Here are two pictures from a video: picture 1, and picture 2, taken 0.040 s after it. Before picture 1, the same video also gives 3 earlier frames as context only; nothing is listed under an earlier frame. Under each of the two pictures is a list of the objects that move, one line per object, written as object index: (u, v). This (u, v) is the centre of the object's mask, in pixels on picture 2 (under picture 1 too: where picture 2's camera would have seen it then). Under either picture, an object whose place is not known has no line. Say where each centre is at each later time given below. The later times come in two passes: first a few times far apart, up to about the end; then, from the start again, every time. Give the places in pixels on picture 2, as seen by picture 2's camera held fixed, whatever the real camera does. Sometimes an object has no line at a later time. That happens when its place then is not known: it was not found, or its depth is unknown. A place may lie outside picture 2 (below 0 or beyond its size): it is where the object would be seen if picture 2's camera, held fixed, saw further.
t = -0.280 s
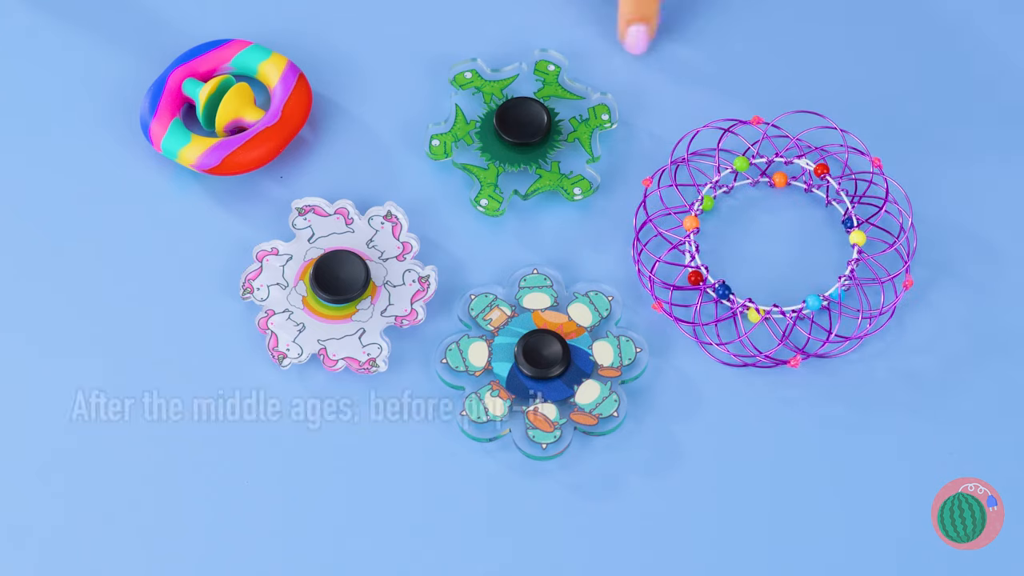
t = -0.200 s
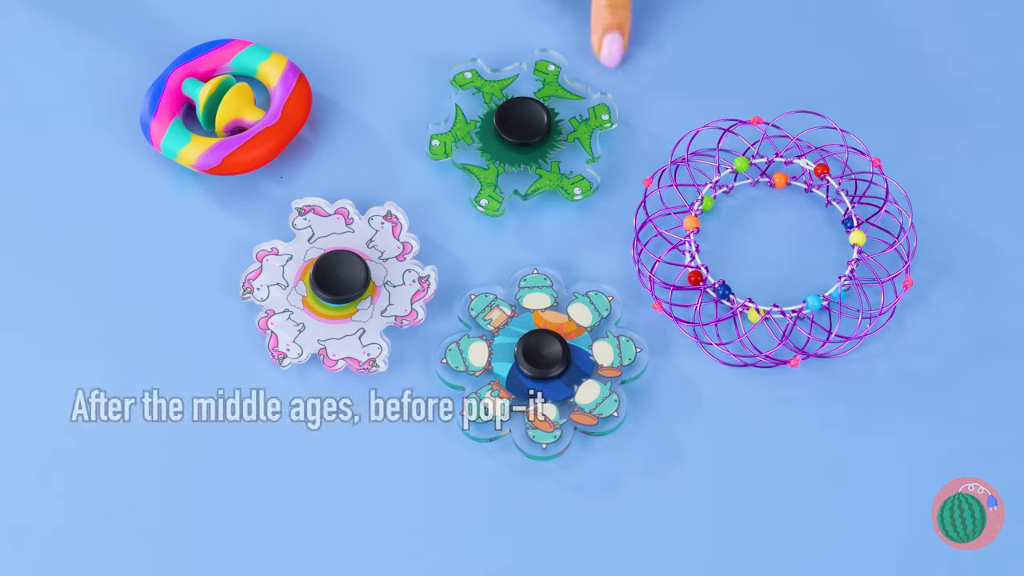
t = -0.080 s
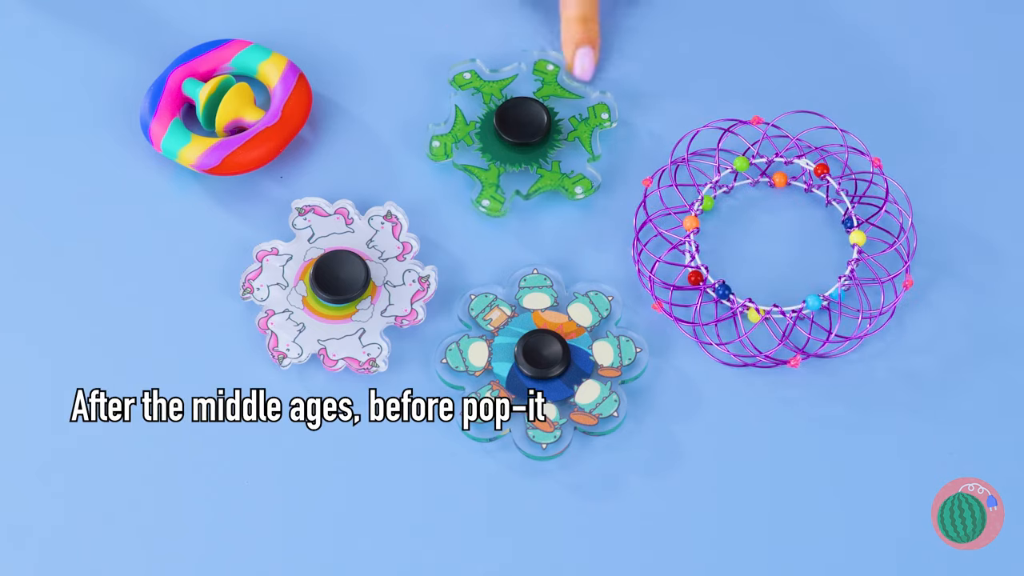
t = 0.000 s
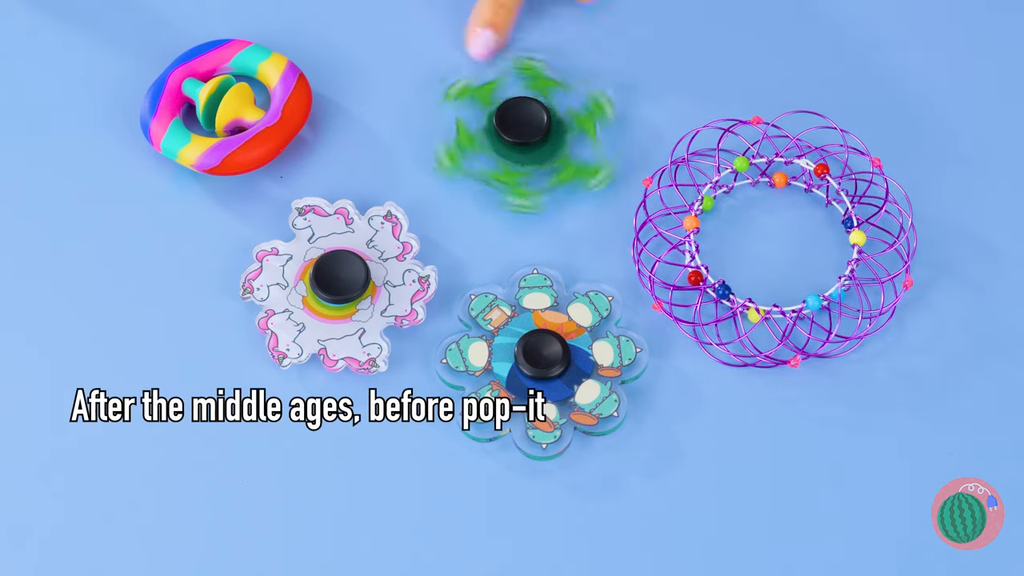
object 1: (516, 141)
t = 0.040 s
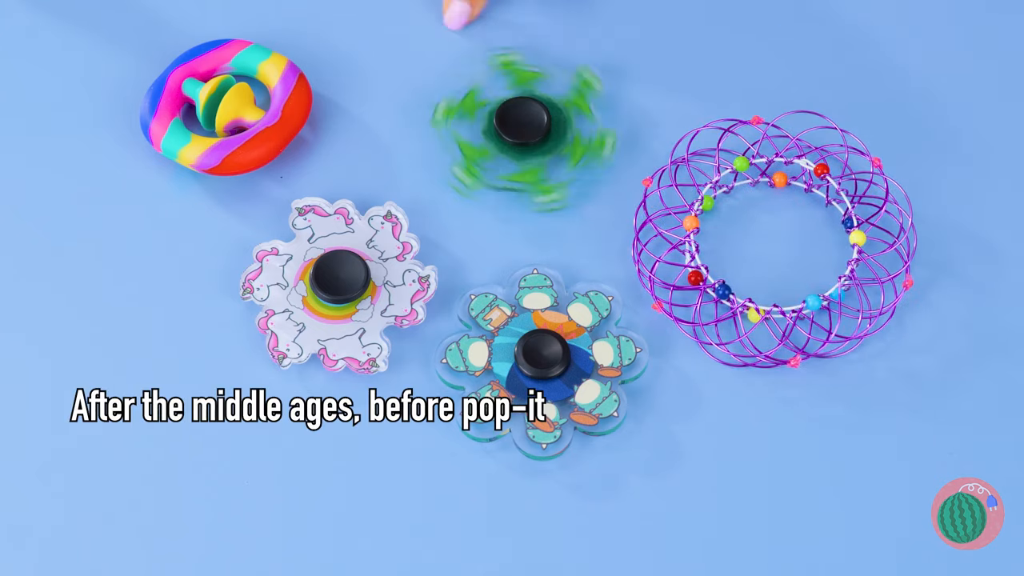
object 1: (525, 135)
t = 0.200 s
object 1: (523, 138)
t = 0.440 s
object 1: (526, 137)
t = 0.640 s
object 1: (521, 137)
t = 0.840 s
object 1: (517, 138)
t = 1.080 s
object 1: (519, 137)
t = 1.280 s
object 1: (518, 138)
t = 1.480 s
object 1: (518, 134)
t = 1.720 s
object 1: (518, 136)
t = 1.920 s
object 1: (522, 133)
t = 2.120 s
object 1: (523, 134)
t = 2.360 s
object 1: (524, 134)
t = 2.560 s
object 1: (523, 134)
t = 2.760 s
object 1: (521, 138)
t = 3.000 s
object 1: (520, 140)
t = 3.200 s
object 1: (516, 136)
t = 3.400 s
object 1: (522, 133)
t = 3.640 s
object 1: (523, 133)
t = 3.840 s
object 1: (526, 137)
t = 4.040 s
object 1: (517, 139)
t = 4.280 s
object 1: (517, 138)
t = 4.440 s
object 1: (524, 134)
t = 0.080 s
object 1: (521, 134)
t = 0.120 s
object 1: (518, 134)
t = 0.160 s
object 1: (521, 133)
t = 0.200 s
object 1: (523, 138)
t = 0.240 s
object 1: (523, 135)
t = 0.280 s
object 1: (521, 133)
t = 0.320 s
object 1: (520, 133)
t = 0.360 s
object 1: (519, 136)
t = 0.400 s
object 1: (520, 136)
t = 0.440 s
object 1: (526, 137)
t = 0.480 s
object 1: (524, 134)
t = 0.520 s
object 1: (523, 133)
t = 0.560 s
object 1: (516, 134)
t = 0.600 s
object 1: (516, 138)
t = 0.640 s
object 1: (521, 137)
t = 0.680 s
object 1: (522, 134)
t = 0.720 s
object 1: (523, 134)
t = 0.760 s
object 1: (520, 134)
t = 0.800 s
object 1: (516, 137)
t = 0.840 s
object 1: (517, 138)
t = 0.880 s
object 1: (523, 136)
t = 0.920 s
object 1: (523, 134)
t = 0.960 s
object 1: (524, 134)
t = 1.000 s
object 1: (517, 134)
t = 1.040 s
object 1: (516, 138)
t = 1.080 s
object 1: (519, 137)
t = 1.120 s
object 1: (525, 138)
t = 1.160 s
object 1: (523, 134)
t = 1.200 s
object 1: (521, 134)
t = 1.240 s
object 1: (517, 135)
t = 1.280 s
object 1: (518, 138)
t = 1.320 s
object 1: (522, 137)
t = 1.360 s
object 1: (525, 136)
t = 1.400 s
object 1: (523, 134)
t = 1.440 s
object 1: (521, 134)
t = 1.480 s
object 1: (518, 134)
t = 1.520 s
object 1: (518, 138)
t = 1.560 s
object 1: (525, 139)
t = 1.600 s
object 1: (524, 138)
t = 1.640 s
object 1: (523, 134)
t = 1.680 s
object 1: (519, 134)
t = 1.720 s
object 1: (518, 136)
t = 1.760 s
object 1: (520, 138)
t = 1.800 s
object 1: (521, 138)
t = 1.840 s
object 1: (526, 137)
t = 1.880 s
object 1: (522, 133)
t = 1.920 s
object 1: (522, 133)
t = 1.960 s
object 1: (516, 136)
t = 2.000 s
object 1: (516, 138)
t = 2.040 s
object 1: (521, 138)
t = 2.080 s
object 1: (522, 135)
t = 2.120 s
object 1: (523, 134)
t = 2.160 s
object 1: (521, 134)
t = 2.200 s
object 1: (516, 135)
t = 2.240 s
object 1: (518, 138)
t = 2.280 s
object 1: (522, 139)
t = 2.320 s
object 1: (526, 137)
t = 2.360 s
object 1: (524, 134)
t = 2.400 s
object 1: (521, 133)
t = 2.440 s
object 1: (516, 135)
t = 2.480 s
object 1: (518, 138)
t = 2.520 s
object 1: (521, 138)
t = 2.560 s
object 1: (523, 134)
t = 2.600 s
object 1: (524, 135)
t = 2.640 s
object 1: (521, 134)
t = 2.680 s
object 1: (518, 134)
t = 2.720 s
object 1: (516, 138)
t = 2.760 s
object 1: (521, 138)
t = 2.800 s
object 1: (522, 138)
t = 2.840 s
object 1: (524, 134)
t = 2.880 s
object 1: (523, 133)
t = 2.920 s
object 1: (519, 134)
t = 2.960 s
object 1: (517, 136)
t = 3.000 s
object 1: (520, 140)
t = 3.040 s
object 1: (521, 139)
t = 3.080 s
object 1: (524, 136)
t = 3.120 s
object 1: (523, 134)
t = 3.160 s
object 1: (519, 134)
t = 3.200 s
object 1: (516, 136)
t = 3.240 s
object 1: (518, 139)
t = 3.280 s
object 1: (522, 139)
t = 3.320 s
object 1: (527, 137)
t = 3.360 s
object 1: (523, 135)
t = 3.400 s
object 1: (522, 133)
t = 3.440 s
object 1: (519, 134)
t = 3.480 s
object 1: (517, 136)
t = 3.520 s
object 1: (515, 142)
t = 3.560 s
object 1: (521, 138)
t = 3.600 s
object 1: (523, 135)
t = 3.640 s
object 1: (523, 133)
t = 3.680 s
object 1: (519, 134)
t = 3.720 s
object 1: (516, 136)
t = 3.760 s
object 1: (517, 139)
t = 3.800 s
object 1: (521, 138)
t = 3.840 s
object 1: (526, 137)
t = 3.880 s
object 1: (524, 135)
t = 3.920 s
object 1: (521, 134)
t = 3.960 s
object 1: (518, 135)
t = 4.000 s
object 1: (514, 137)
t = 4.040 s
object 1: (517, 139)
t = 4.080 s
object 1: (523, 138)
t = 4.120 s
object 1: (527, 137)
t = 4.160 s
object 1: (524, 134)
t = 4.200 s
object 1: (522, 133)
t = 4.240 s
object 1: (517, 136)
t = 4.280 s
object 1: (517, 138)
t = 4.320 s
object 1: (518, 137)
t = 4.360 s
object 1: (523, 138)
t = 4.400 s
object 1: (525, 136)
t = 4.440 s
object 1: (524, 134)
